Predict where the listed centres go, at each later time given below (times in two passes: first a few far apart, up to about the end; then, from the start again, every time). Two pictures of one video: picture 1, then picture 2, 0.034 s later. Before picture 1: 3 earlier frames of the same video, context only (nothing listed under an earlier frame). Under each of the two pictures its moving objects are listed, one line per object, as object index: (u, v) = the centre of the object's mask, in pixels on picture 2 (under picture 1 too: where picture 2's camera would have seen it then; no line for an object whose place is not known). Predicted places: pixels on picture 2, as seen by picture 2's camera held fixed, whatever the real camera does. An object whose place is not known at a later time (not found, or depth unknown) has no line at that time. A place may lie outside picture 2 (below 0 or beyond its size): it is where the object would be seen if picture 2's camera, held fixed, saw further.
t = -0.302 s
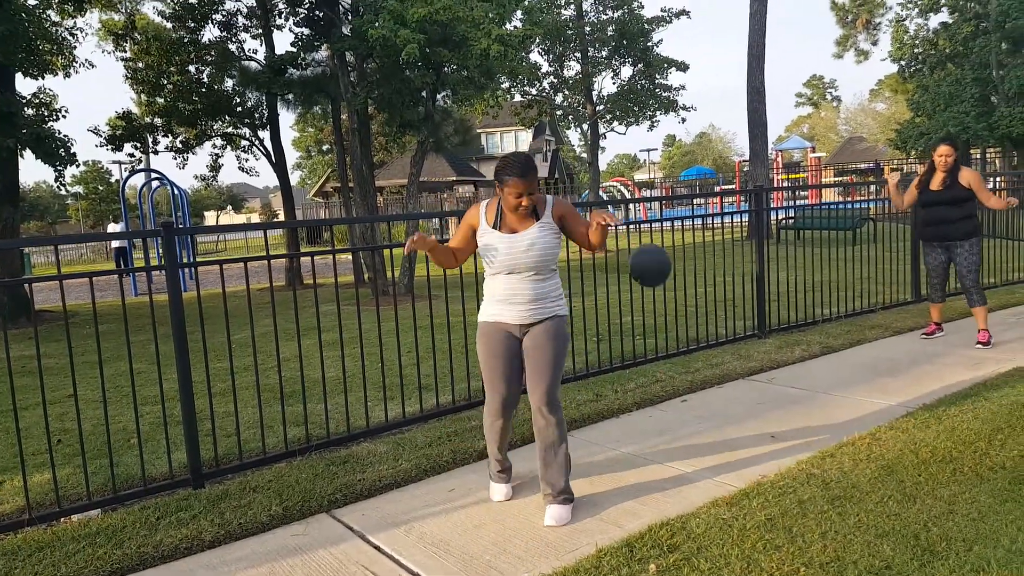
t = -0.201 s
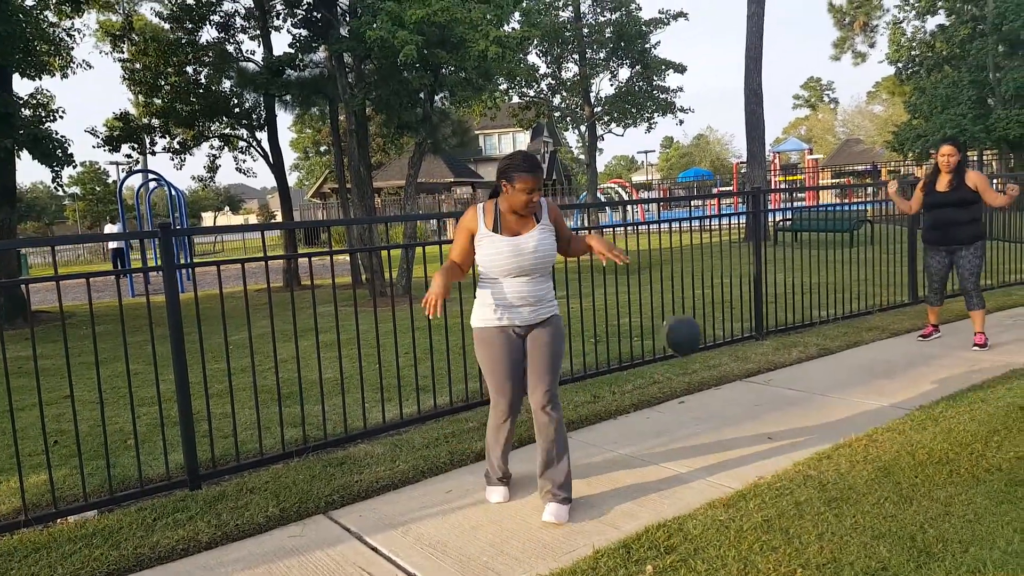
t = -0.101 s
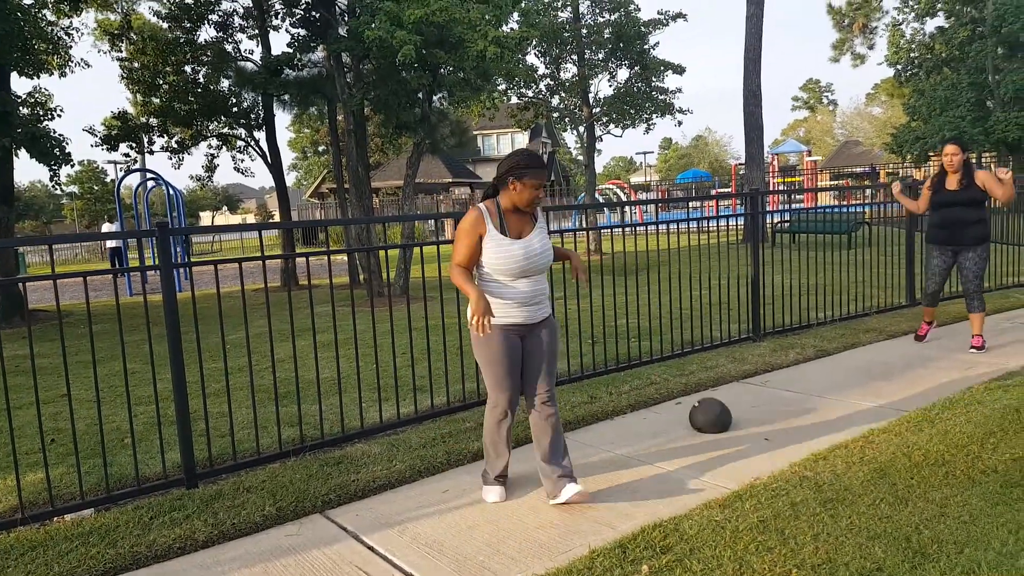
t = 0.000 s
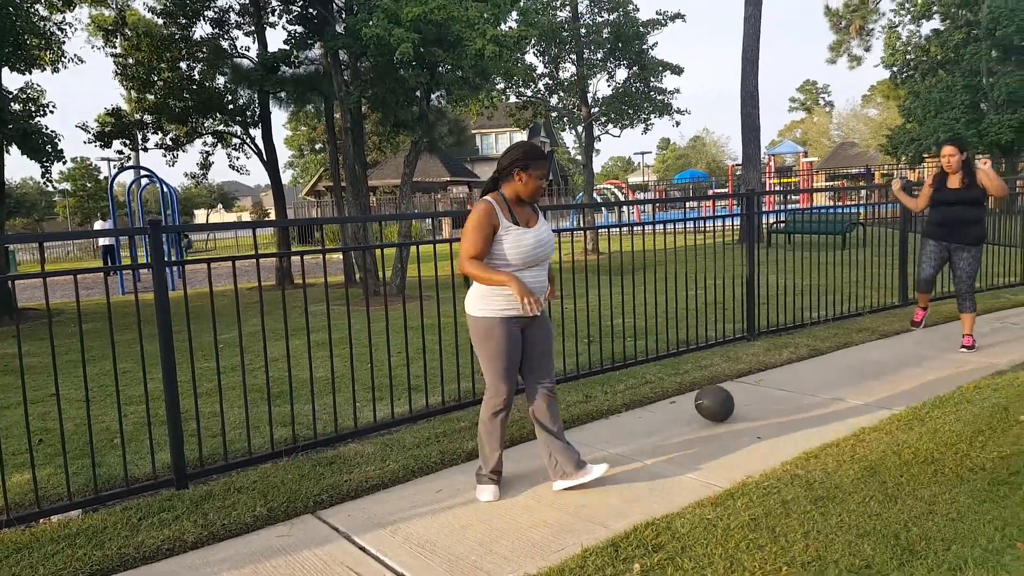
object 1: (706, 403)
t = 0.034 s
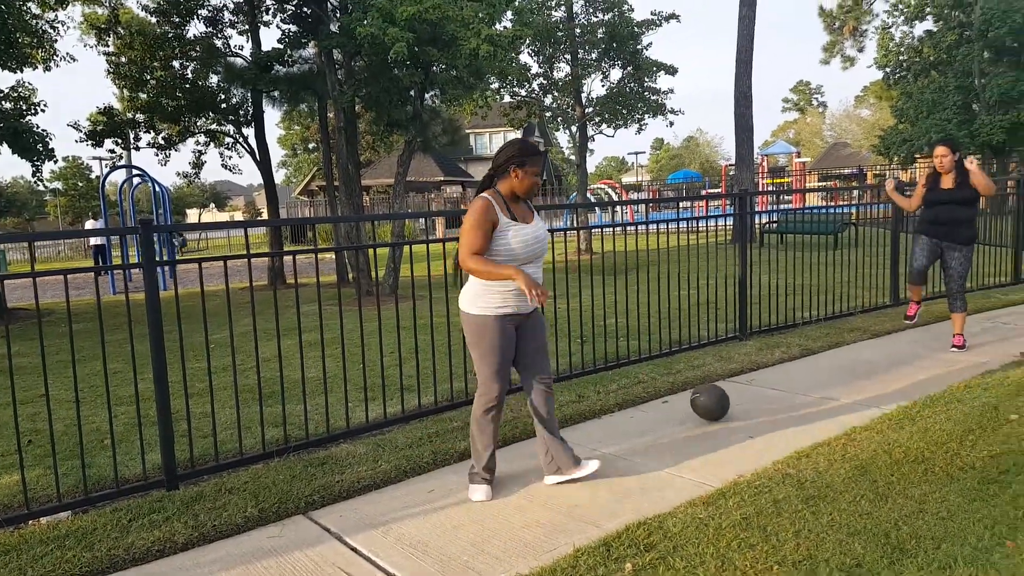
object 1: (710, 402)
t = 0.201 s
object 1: (725, 401)
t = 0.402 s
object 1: (739, 397)
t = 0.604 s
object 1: (749, 393)
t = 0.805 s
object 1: (755, 391)
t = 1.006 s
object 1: (758, 391)
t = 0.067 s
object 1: (713, 403)
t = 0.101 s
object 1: (716, 404)
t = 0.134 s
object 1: (720, 404)
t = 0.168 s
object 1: (722, 402)
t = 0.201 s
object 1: (725, 401)
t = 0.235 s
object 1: (728, 400)
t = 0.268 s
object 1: (730, 399)
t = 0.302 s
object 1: (732, 399)
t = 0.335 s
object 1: (735, 398)
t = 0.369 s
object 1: (736, 397)
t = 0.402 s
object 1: (739, 397)
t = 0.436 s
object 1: (740, 396)
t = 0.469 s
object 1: (743, 395)
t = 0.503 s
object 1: (744, 394)
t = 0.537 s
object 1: (746, 394)
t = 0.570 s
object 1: (747, 393)
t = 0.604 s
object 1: (749, 393)
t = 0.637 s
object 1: (750, 392)
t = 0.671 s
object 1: (751, 392)
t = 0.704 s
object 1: (752, 392)
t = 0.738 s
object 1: (753, 391)
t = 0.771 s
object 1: (754, 391)
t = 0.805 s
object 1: (755, 391)
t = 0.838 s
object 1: (756, 391)
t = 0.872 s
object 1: (756, 390)
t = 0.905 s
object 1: (757, 390)
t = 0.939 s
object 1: (757, 391)
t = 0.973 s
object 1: (758, 391)
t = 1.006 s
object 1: (758, 391)
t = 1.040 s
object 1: (759, 391)
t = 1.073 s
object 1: (760, 391)
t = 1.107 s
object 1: (760, 391)
